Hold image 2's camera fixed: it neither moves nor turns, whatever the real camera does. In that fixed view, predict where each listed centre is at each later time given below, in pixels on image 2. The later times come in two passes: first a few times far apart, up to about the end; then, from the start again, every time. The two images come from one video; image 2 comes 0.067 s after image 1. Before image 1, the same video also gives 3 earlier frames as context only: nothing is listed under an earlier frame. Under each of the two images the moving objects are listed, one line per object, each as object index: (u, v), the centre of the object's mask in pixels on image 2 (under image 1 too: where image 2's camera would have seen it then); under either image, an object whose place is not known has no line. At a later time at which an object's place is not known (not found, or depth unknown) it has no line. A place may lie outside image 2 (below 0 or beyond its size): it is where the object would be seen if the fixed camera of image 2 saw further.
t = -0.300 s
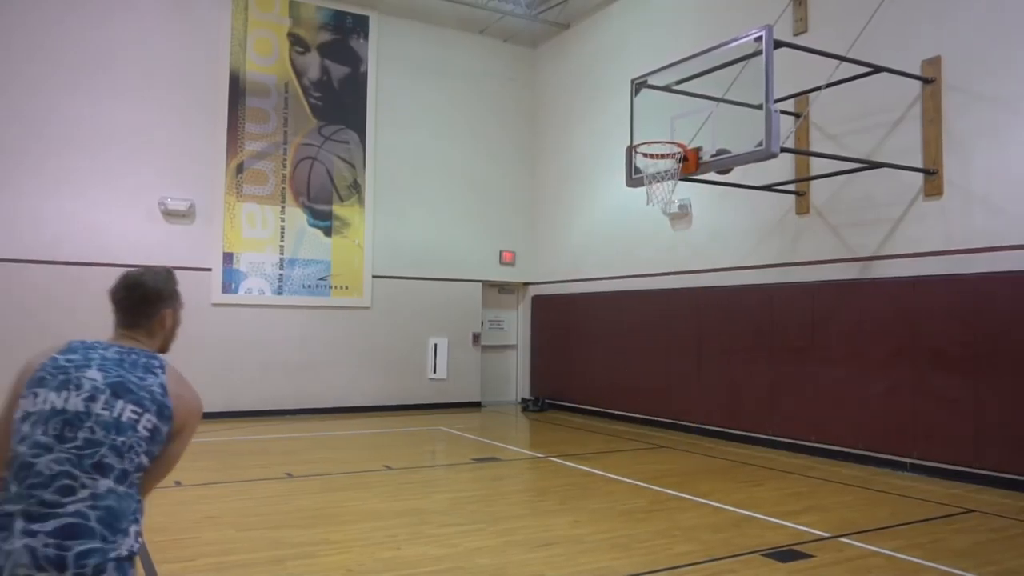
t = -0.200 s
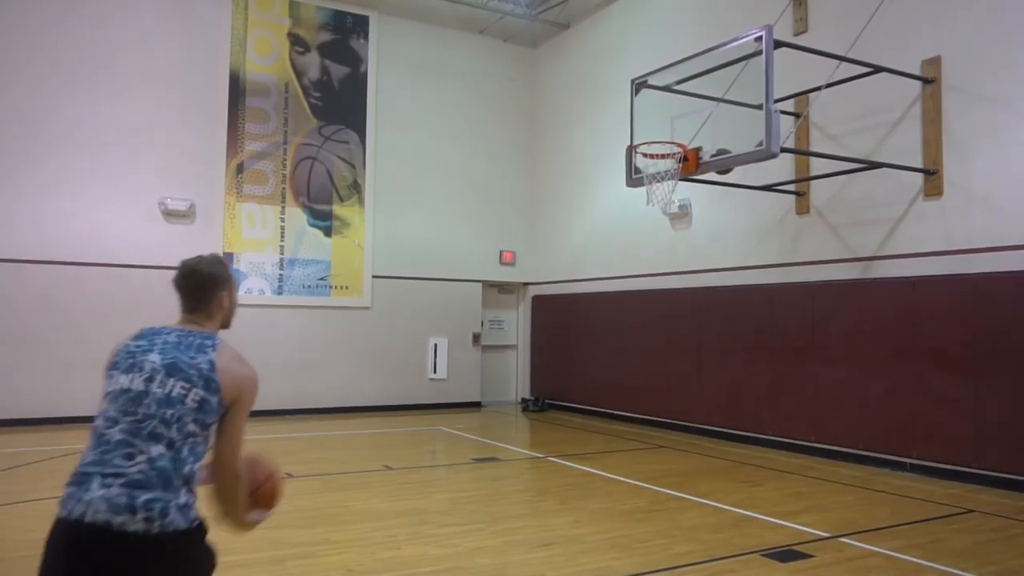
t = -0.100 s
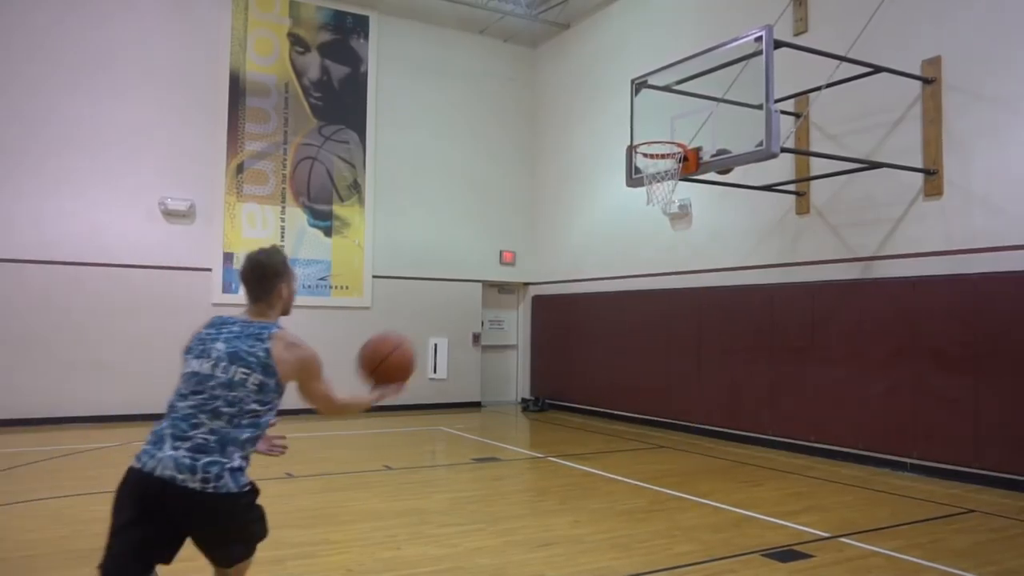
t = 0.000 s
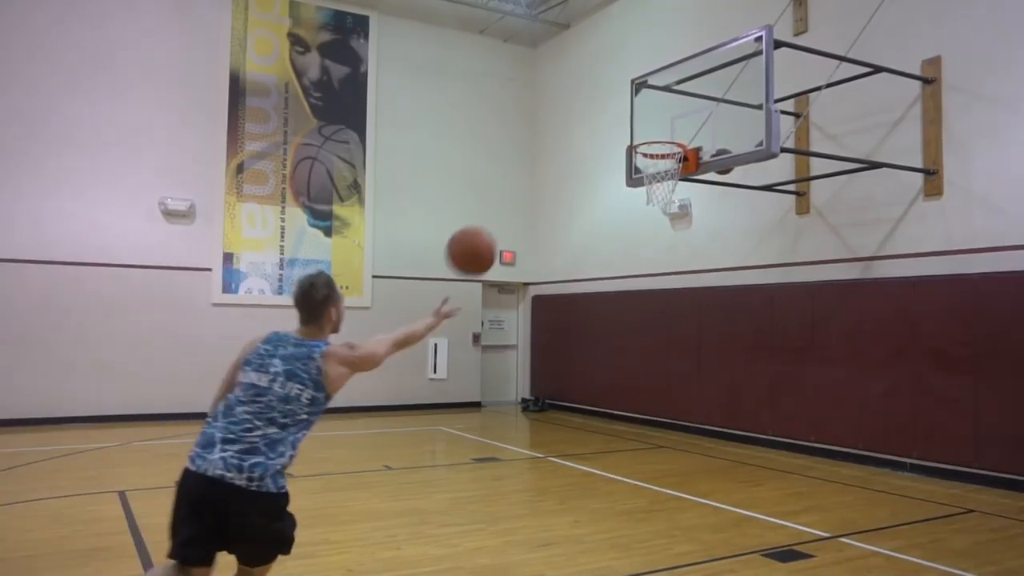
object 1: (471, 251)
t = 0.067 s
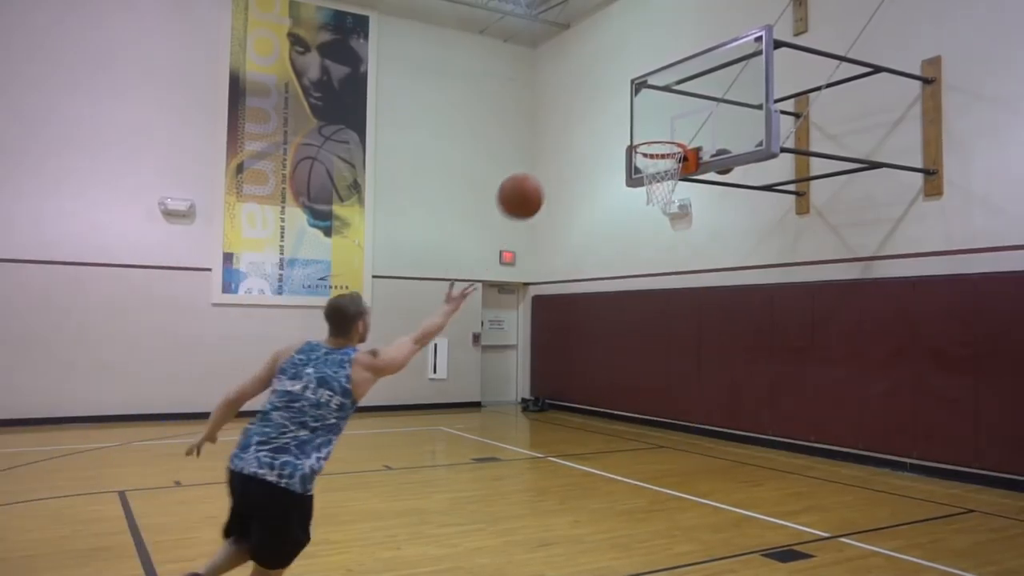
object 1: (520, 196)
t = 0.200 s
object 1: (597, 130)
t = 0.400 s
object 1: (681, 105)
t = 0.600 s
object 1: (741, 132)
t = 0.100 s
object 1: (542, 175)
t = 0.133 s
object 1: (562, 157)
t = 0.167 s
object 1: (580, 142)
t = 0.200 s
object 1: (597, 130)
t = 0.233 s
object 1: (613, 121)
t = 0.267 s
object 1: (628, 114)
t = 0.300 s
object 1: (643, 109)
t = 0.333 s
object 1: (656, 106)
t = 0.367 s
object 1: (669, 104)
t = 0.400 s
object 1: (681, 105)
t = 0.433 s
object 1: (692, 106)
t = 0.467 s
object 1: (703, 109)
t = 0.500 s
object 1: (713, 113)
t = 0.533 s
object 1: (723, 118)
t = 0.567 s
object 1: (732, 125)
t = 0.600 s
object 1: (741, 132)
